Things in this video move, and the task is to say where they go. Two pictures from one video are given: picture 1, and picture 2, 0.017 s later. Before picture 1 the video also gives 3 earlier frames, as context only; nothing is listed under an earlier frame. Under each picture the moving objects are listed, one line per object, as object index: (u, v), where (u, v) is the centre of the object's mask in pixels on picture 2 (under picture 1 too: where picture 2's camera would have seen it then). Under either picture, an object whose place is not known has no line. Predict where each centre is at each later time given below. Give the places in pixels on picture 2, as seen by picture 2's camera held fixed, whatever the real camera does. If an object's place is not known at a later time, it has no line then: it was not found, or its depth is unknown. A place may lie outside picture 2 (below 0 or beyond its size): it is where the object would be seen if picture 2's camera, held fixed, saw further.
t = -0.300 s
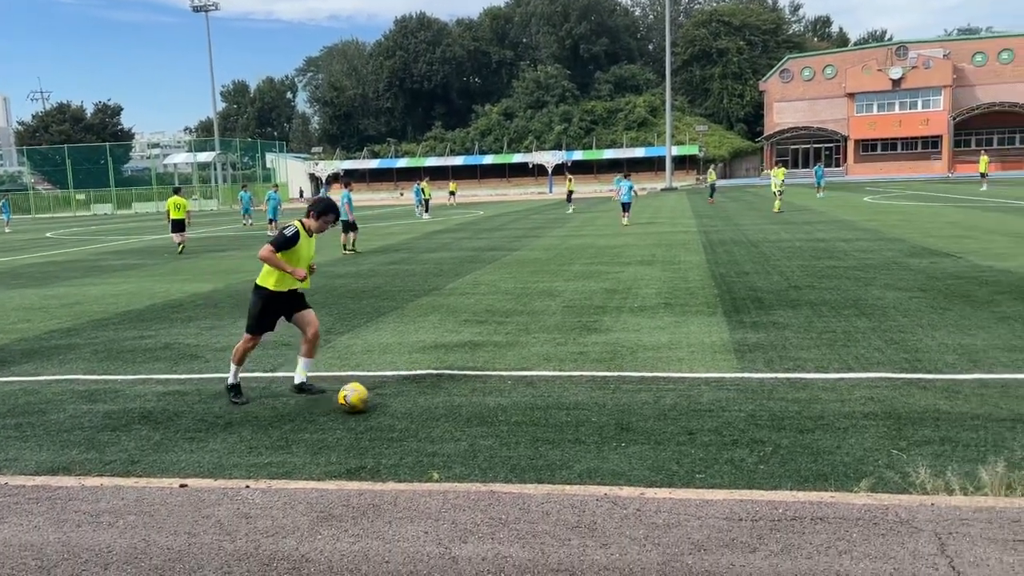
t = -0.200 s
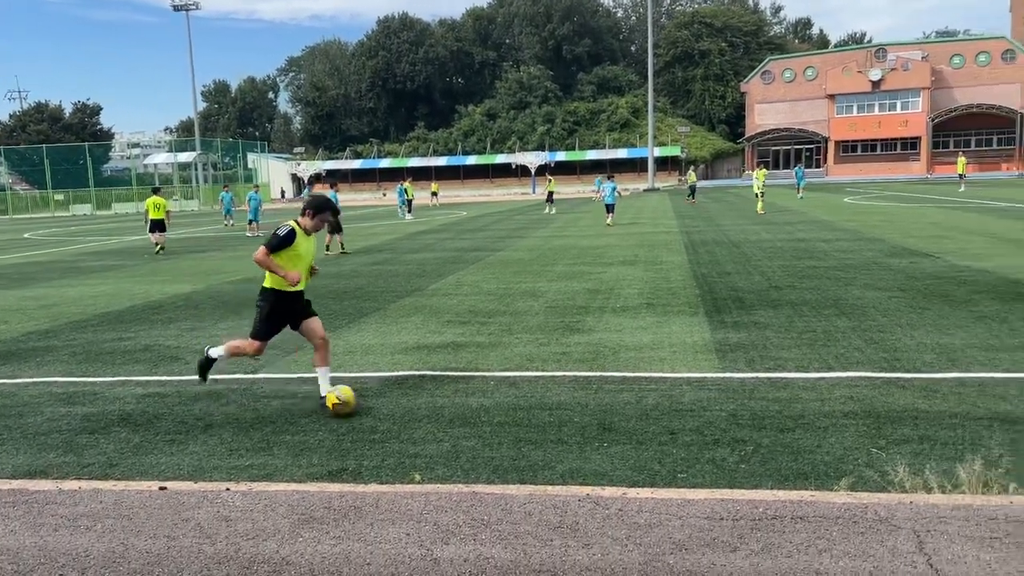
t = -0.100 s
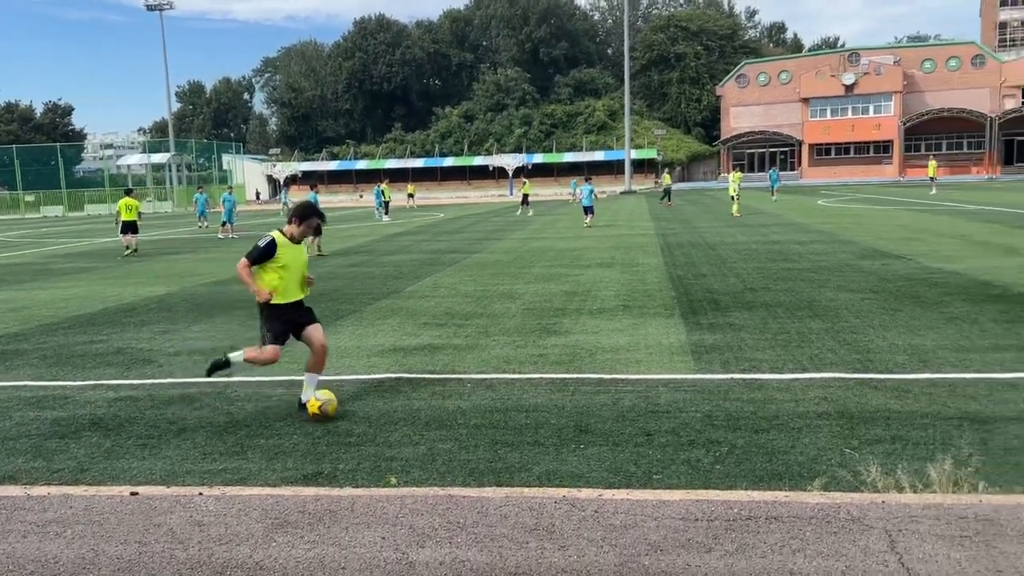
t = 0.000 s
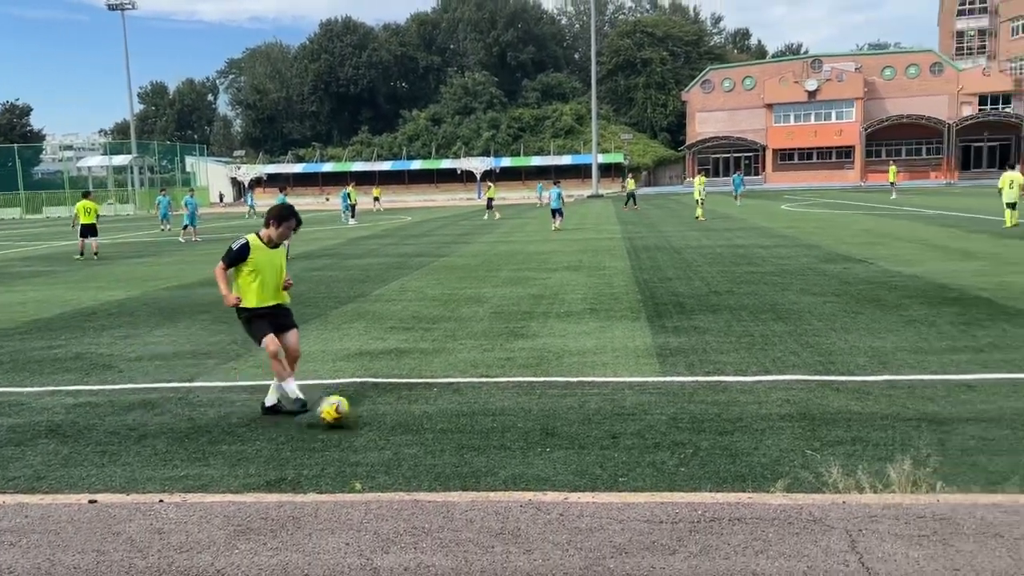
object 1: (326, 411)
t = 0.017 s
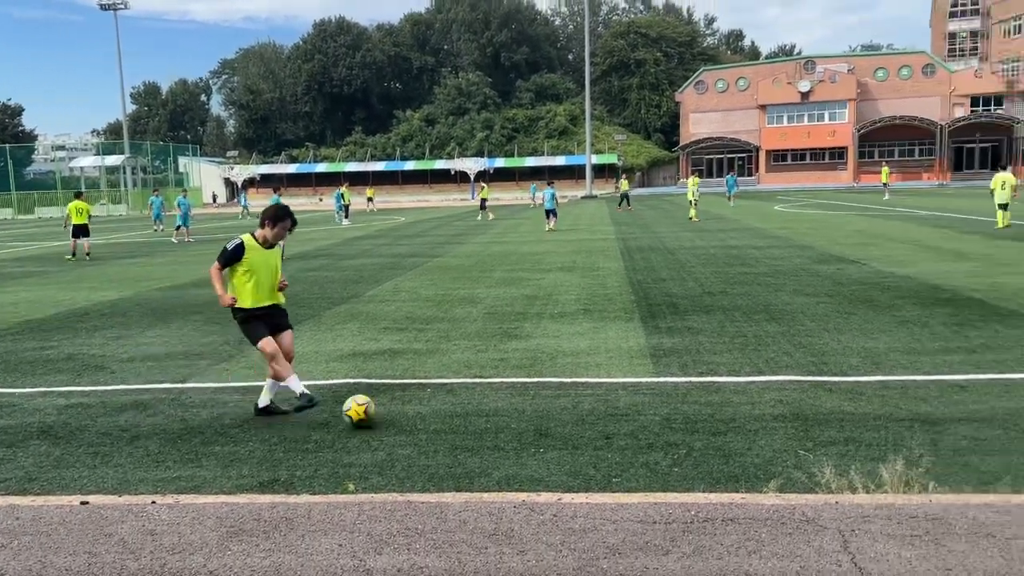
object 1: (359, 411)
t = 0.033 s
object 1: (389, 408)
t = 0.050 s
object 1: (421, 407)
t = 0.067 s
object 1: (453, 408)
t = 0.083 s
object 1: (484, 409)
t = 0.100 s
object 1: (516, 409)
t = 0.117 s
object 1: (548, 410)
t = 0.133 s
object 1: (581, 410)
